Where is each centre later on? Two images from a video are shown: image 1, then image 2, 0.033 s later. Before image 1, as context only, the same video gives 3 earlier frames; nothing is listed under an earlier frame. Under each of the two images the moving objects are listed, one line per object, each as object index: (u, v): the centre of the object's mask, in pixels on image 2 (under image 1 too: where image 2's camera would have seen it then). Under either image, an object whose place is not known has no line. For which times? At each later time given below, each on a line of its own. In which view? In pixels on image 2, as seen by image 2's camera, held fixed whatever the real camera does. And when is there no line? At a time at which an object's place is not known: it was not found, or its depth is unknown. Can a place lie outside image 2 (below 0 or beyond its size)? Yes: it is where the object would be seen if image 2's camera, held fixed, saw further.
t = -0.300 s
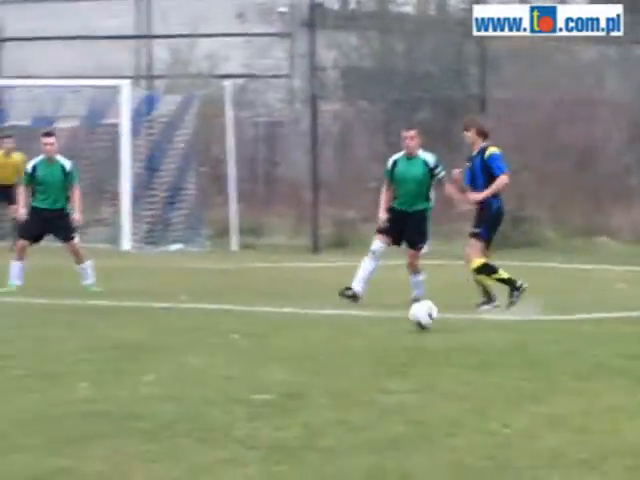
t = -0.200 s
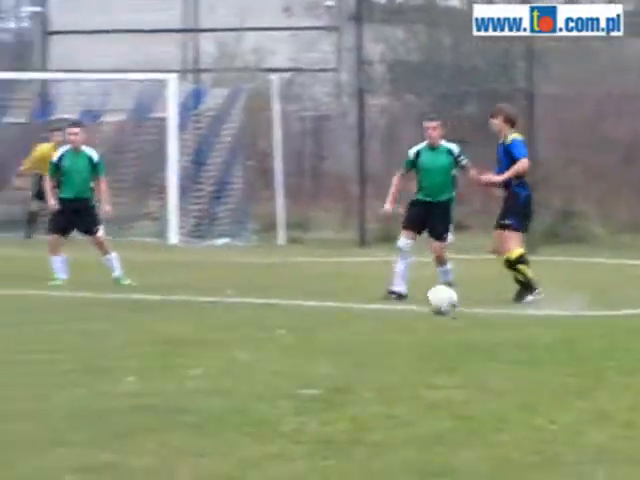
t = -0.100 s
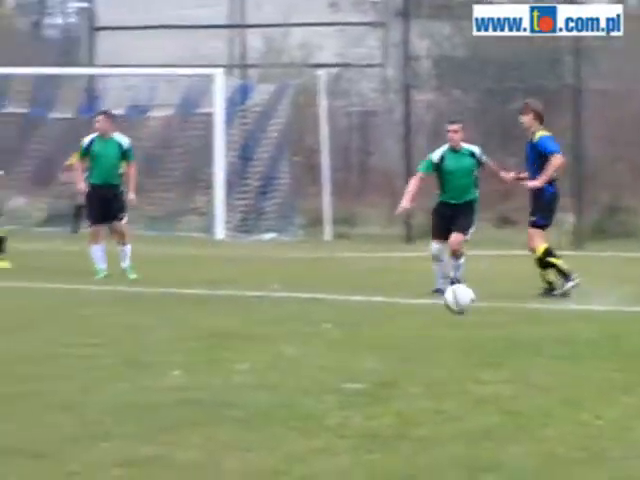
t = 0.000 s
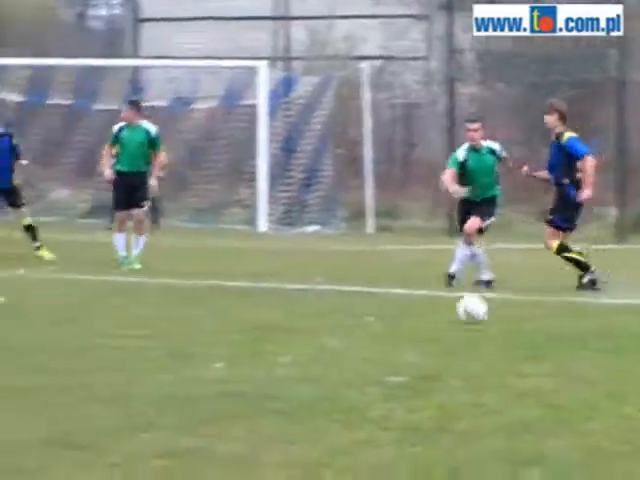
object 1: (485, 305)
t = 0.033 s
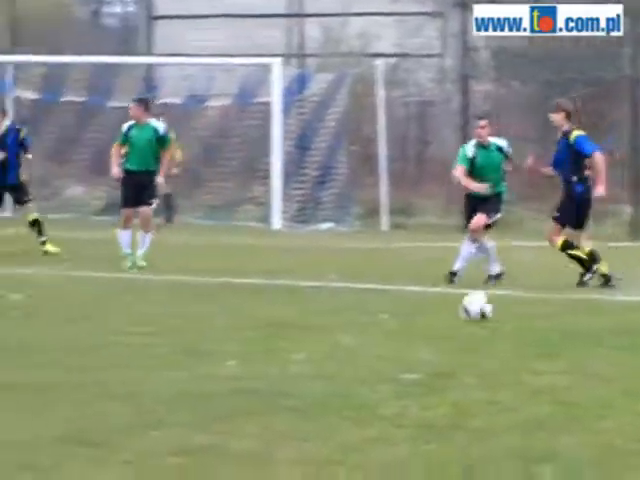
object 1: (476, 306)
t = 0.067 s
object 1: (466, 303)
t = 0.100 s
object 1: (457, 302)
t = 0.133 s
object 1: (446, 303)
